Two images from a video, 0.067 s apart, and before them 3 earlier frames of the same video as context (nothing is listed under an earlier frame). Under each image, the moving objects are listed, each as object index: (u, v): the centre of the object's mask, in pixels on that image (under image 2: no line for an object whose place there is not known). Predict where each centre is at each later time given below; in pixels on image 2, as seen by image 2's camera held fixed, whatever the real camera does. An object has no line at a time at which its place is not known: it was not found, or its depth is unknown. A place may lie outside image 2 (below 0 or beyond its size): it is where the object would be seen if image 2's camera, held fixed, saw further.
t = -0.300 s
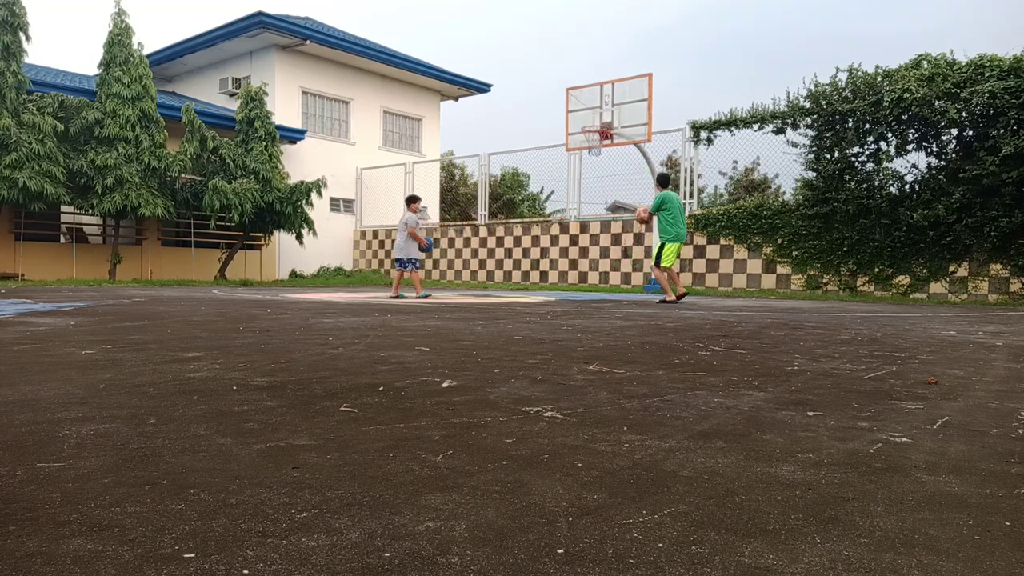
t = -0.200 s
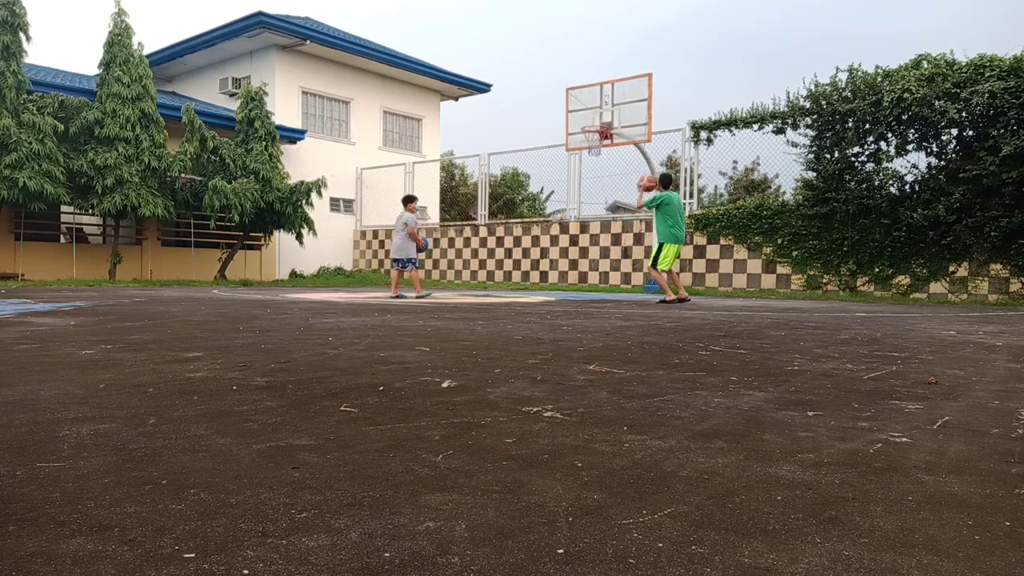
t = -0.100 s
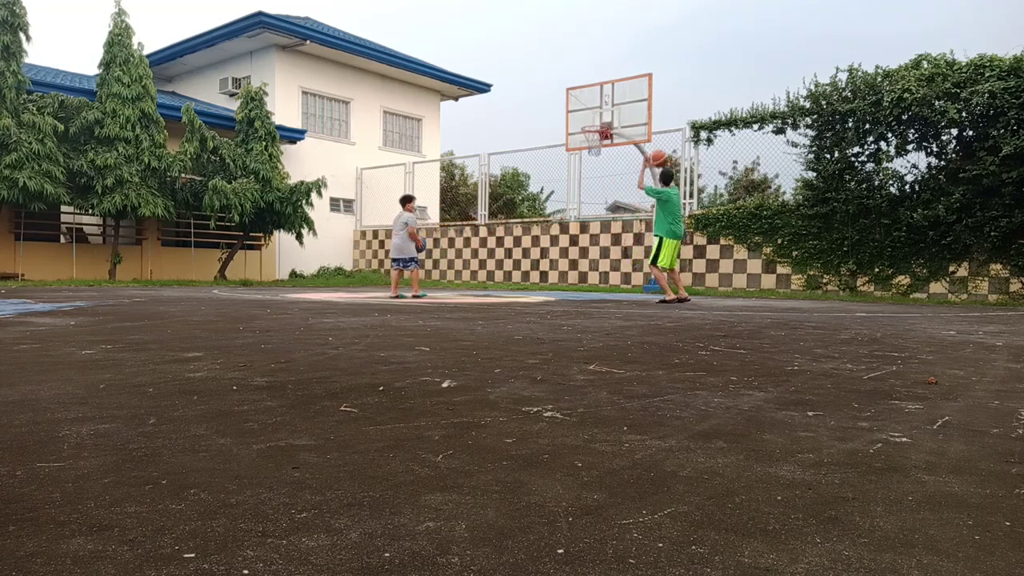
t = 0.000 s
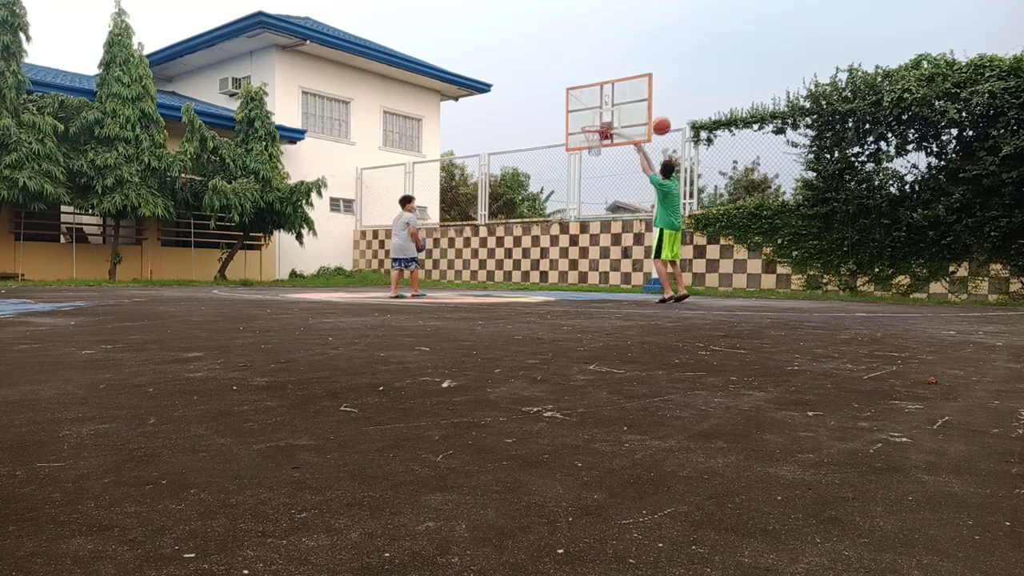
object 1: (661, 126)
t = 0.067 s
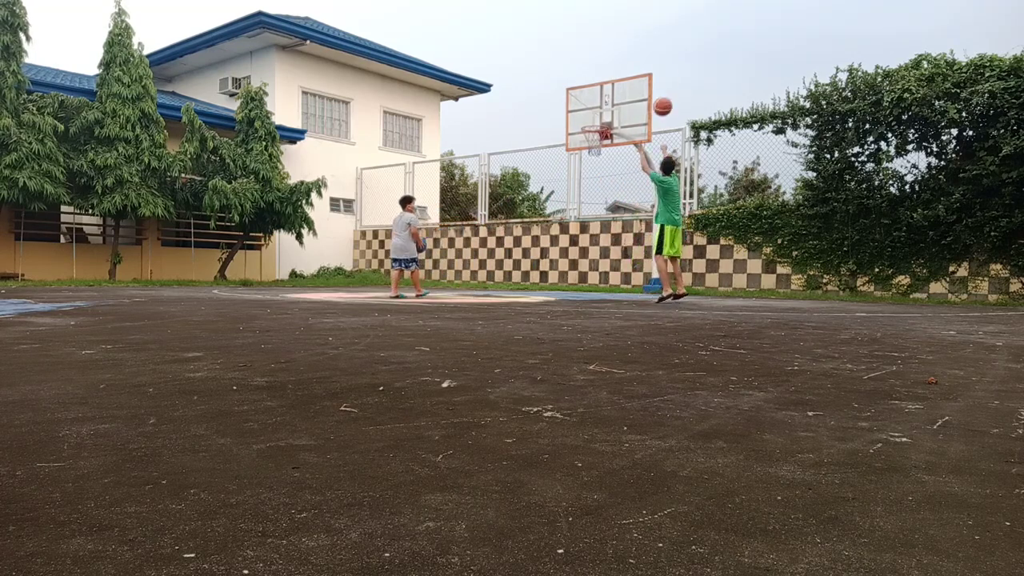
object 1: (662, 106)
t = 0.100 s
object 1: (663, 98)
